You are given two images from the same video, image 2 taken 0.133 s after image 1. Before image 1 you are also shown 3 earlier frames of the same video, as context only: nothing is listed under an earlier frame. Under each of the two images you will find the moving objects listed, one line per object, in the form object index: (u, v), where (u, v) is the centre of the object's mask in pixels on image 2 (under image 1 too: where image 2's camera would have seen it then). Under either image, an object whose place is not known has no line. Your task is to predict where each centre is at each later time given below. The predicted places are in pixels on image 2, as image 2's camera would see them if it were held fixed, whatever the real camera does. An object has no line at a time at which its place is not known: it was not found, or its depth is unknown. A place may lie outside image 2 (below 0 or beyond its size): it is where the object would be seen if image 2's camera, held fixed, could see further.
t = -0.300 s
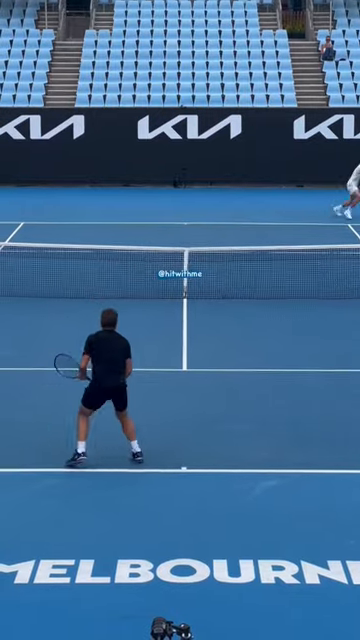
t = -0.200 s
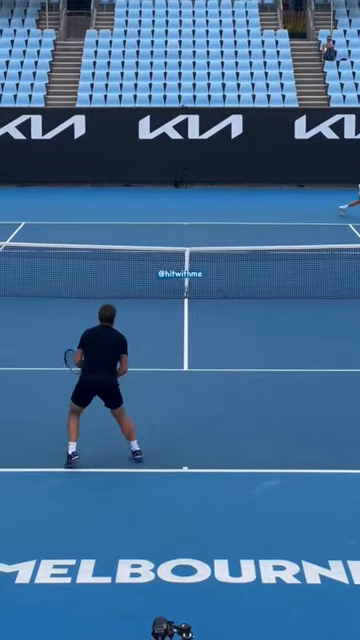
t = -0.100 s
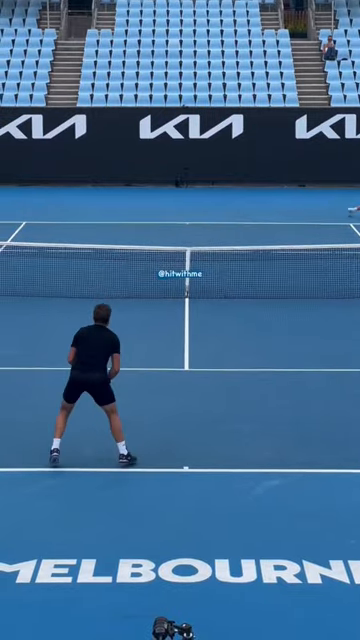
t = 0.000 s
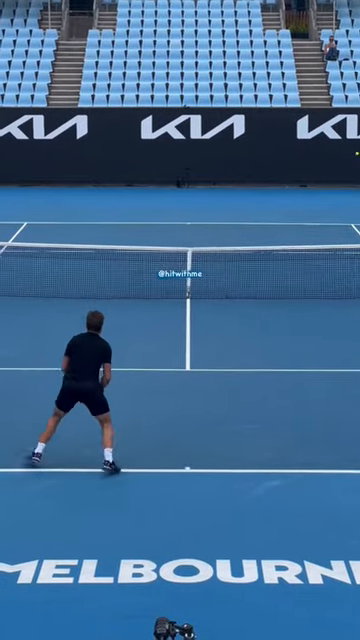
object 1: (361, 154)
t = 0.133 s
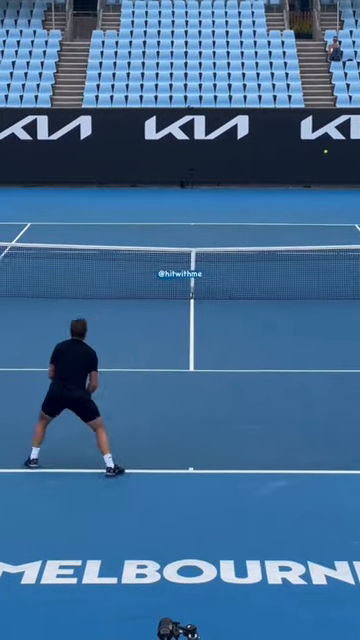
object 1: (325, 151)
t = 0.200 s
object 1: (306, 153)
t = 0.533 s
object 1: (200, 200)
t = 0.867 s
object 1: (70, 324)
